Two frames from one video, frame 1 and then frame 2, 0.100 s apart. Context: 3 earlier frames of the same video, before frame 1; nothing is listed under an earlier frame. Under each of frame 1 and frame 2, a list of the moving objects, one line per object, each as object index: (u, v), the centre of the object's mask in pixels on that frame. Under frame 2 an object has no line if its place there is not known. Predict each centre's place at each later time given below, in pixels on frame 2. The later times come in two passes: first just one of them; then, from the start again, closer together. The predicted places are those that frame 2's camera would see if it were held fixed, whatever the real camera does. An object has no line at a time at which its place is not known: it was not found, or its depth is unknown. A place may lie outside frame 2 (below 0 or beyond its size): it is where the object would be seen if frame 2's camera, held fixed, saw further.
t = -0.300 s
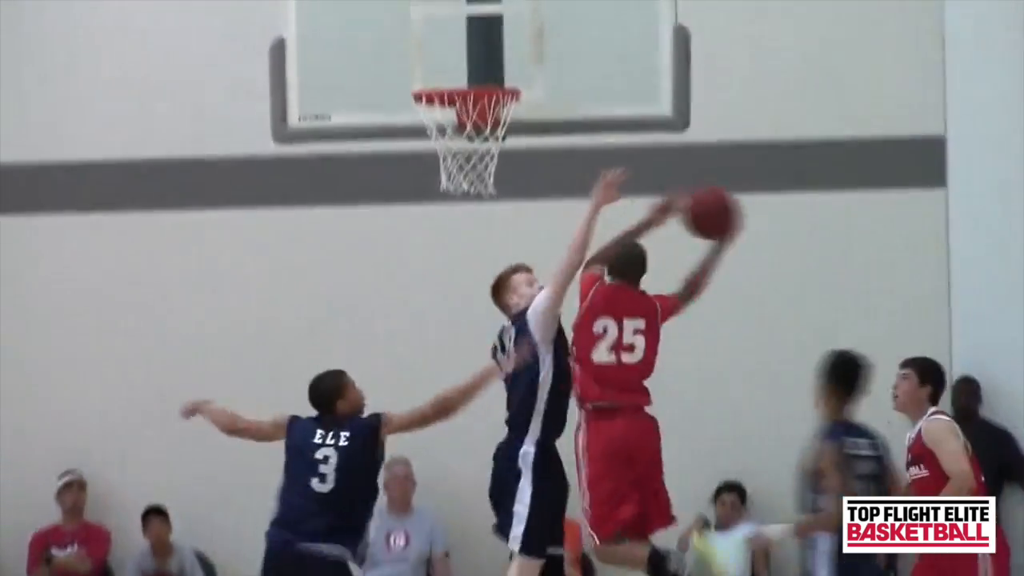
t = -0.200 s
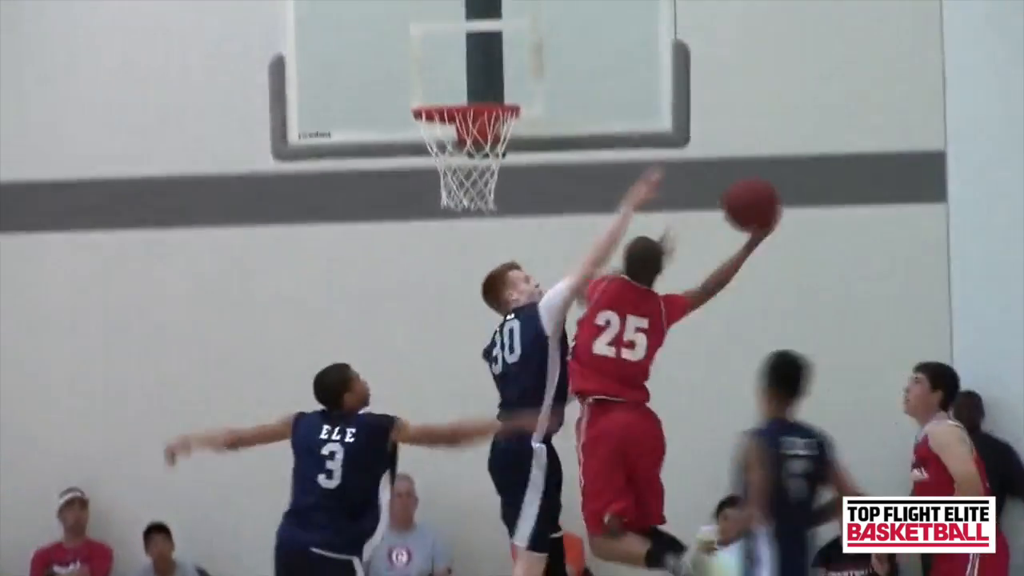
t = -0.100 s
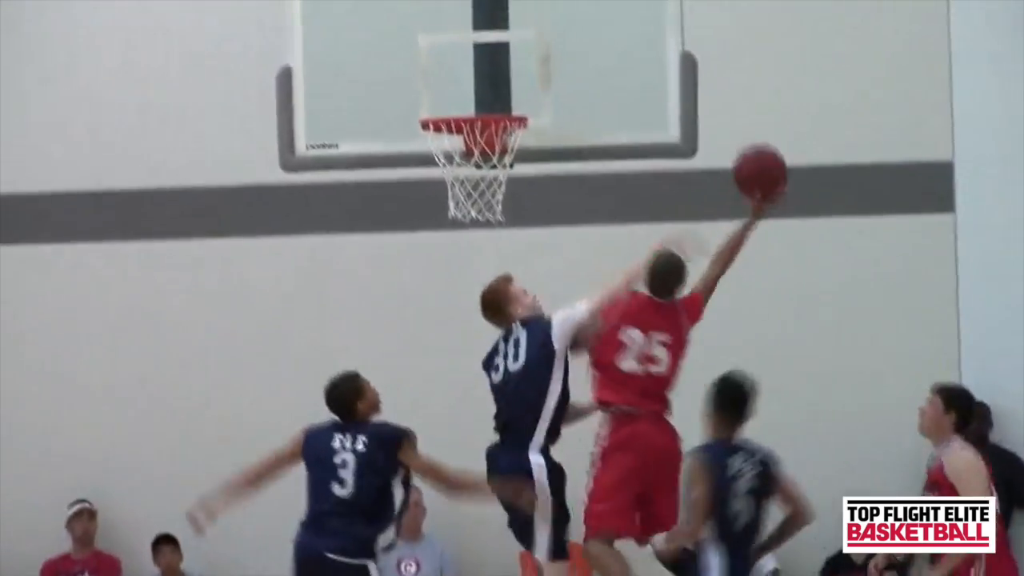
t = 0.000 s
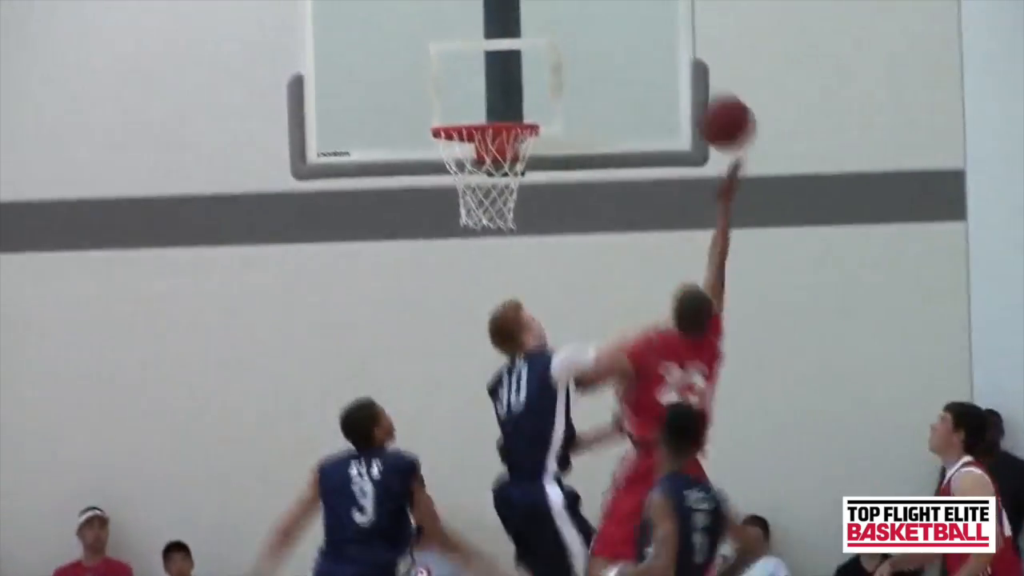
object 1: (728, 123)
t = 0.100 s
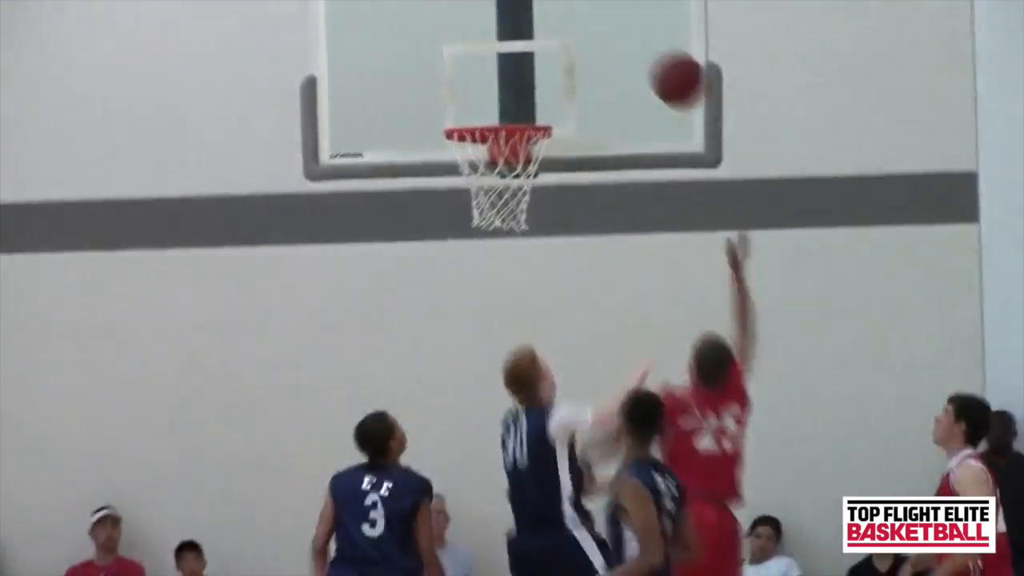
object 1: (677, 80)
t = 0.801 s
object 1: (495, 91)
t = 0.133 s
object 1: (659, 70)
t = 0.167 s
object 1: (639, 63)
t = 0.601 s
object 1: (504, 106)
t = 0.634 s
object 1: (515, 107)
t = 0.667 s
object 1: (519, 106)
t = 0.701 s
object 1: (513, 101)
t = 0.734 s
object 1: (508, 97)
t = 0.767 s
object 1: (502, 93)
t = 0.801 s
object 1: (495, 91)
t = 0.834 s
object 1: (489, 91)
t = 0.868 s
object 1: (483, 94)
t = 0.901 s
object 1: (477, 100)
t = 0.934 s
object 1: (470, 105)
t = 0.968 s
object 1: (470, 107)
